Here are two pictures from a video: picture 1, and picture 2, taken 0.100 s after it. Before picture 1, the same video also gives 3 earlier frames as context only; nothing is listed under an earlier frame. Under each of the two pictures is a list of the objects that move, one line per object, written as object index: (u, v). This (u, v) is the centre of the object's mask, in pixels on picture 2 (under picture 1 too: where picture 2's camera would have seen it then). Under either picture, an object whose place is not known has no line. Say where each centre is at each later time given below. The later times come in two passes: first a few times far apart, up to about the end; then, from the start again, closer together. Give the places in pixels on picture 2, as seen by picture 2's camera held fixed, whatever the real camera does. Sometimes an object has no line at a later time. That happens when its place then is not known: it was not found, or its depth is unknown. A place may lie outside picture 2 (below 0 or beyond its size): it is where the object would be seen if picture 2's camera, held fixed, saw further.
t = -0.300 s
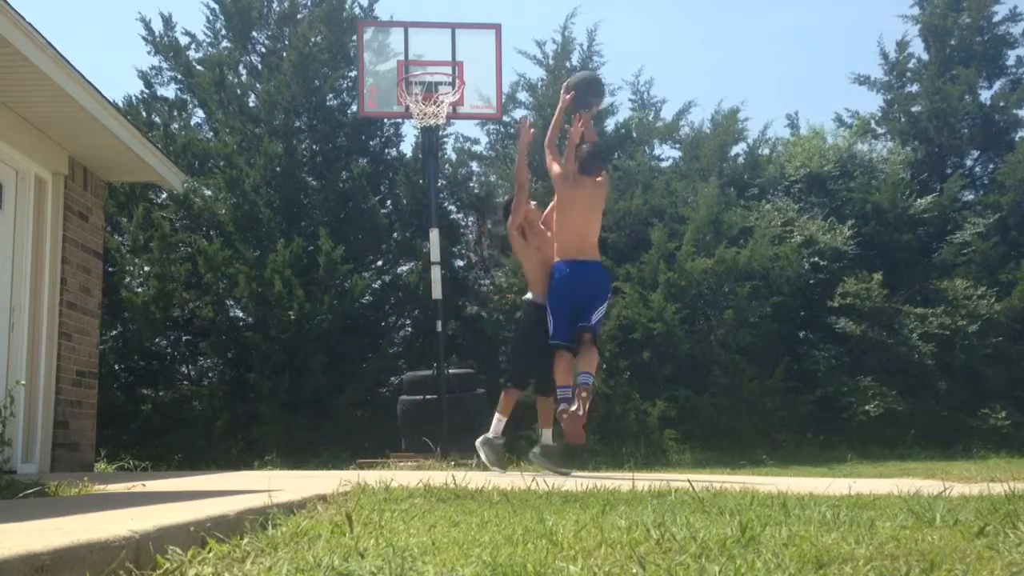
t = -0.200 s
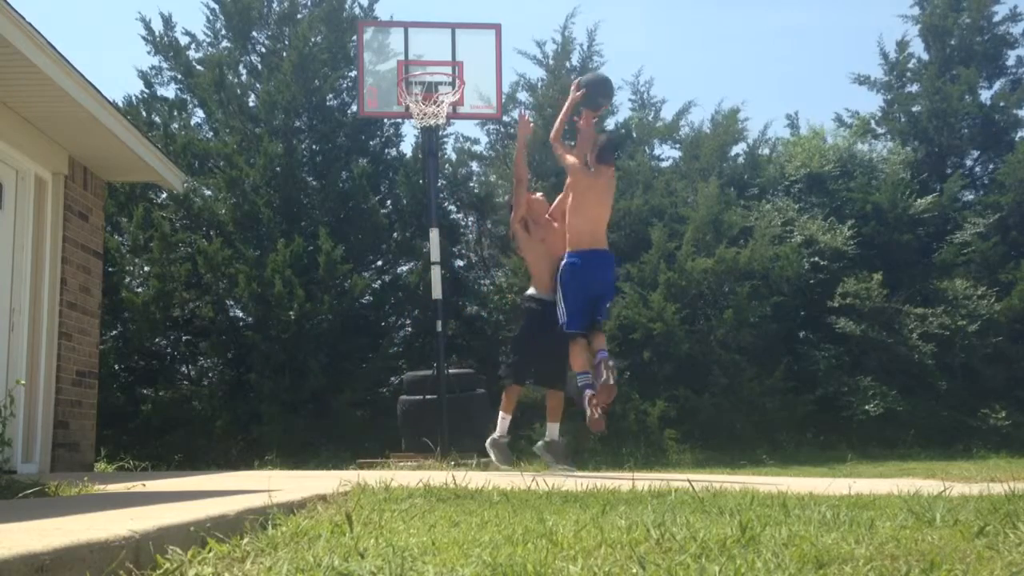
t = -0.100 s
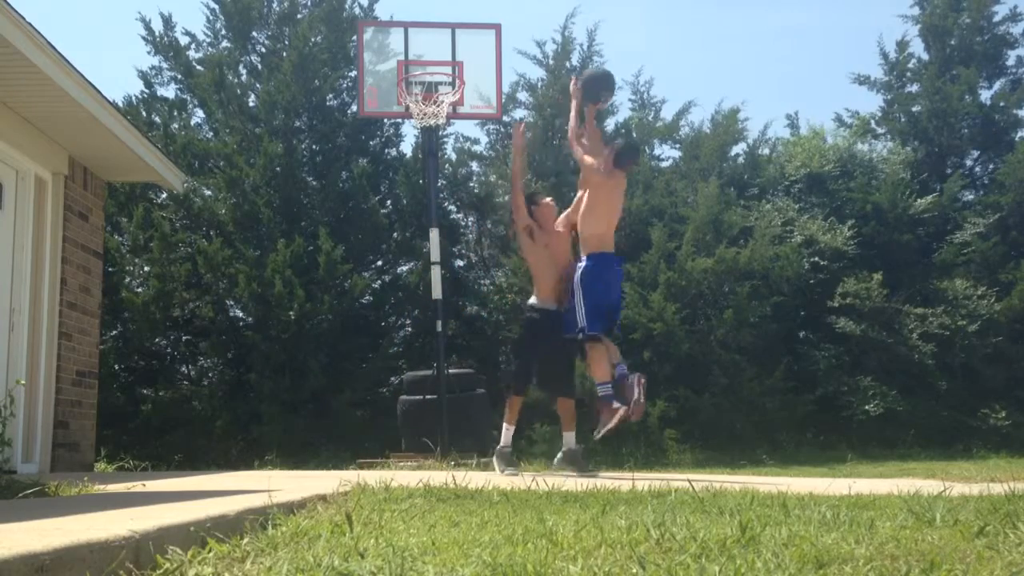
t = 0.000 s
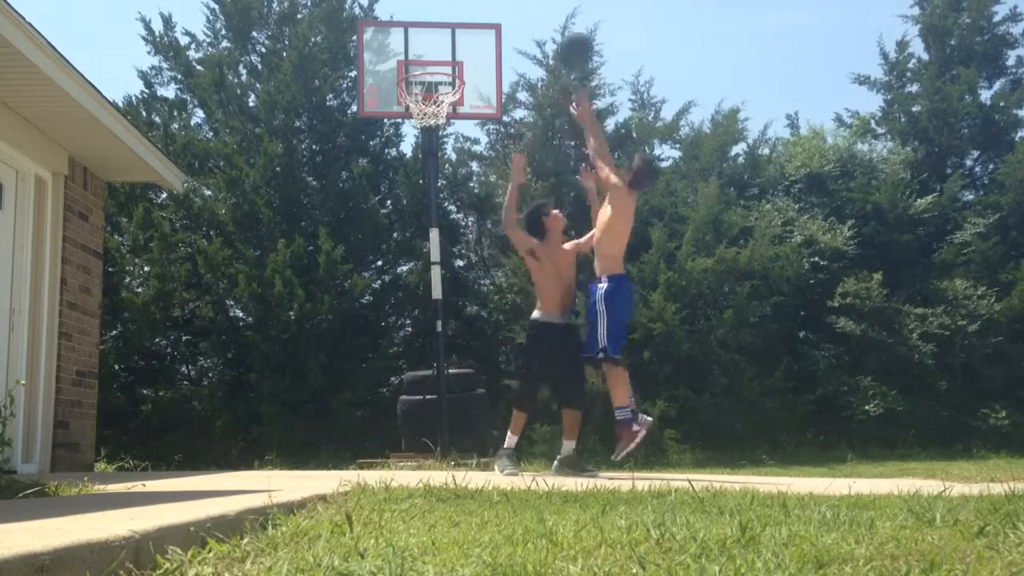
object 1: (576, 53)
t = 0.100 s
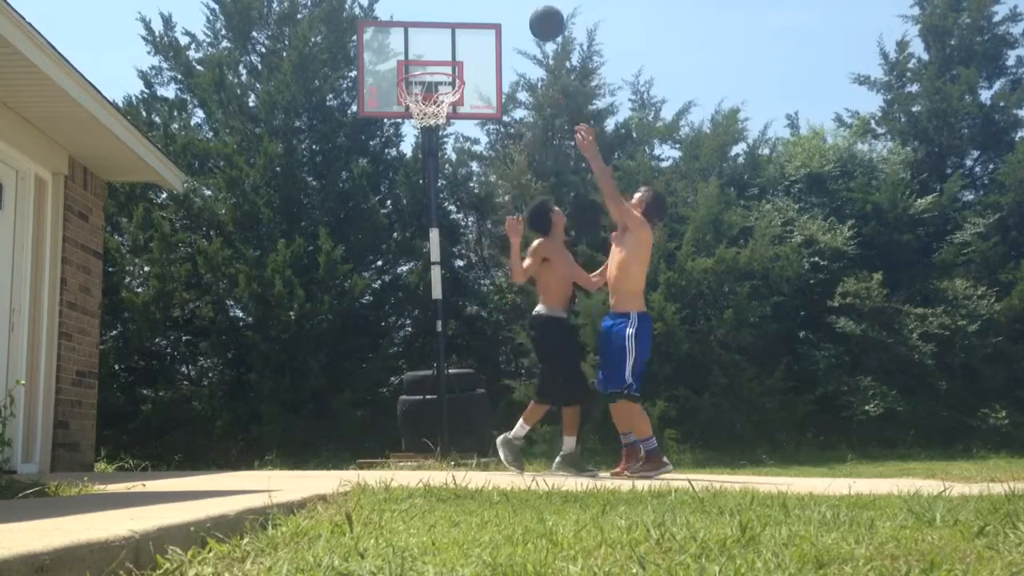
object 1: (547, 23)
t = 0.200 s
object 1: (520, 13)
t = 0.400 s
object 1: (471, 28)
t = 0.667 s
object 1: (426, 62)
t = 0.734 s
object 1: (421, 62)
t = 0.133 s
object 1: (538, 18)
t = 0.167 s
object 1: (529, 15)
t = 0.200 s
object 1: (520, 13)
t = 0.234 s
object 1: (511, 12)
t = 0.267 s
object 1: (503, 13)
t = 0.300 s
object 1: (495, 13)
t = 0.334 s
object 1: (486, 16)
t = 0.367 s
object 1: (479, 21)
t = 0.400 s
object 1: (471, 28)
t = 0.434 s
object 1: (463, 36)
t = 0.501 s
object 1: (448, 54)
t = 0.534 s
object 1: (441, 62)
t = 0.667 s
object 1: (426, 62)
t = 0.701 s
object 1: (424, 61)
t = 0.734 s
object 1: (421, 62)
